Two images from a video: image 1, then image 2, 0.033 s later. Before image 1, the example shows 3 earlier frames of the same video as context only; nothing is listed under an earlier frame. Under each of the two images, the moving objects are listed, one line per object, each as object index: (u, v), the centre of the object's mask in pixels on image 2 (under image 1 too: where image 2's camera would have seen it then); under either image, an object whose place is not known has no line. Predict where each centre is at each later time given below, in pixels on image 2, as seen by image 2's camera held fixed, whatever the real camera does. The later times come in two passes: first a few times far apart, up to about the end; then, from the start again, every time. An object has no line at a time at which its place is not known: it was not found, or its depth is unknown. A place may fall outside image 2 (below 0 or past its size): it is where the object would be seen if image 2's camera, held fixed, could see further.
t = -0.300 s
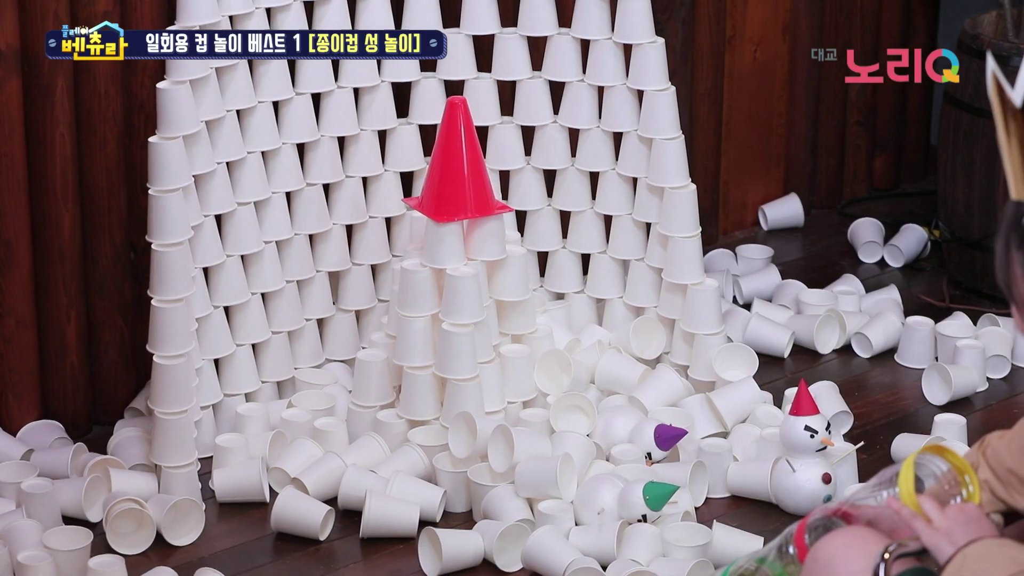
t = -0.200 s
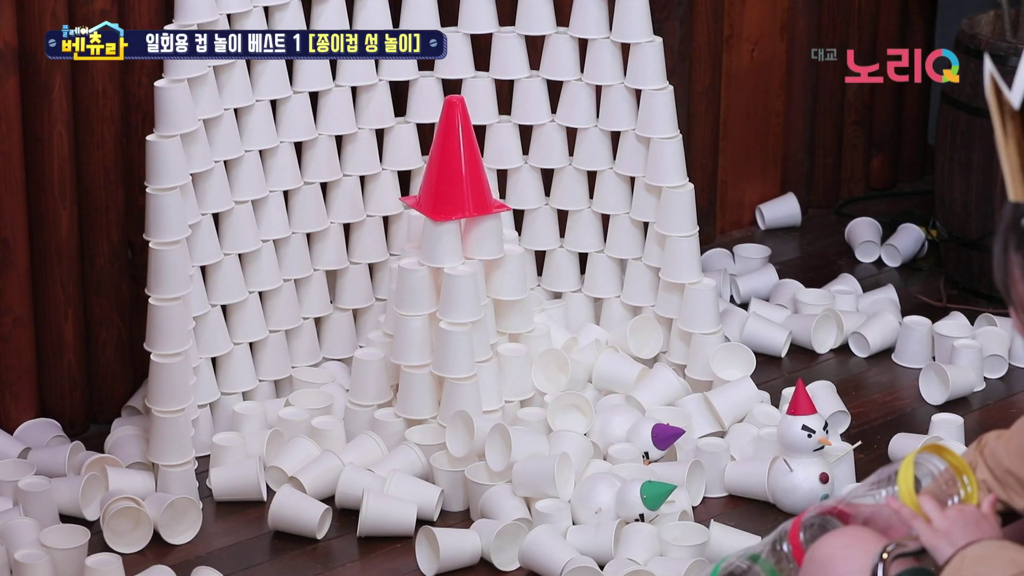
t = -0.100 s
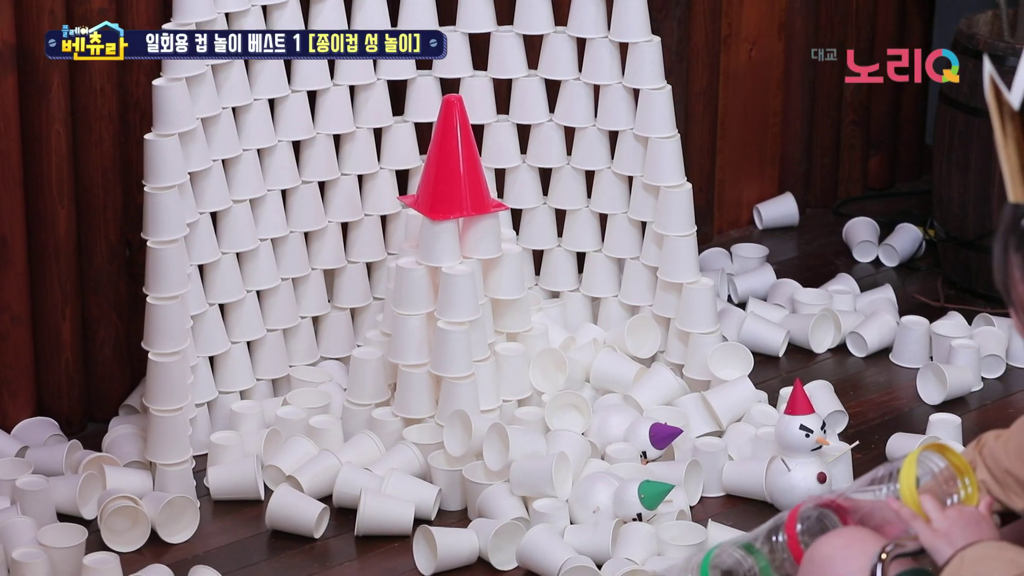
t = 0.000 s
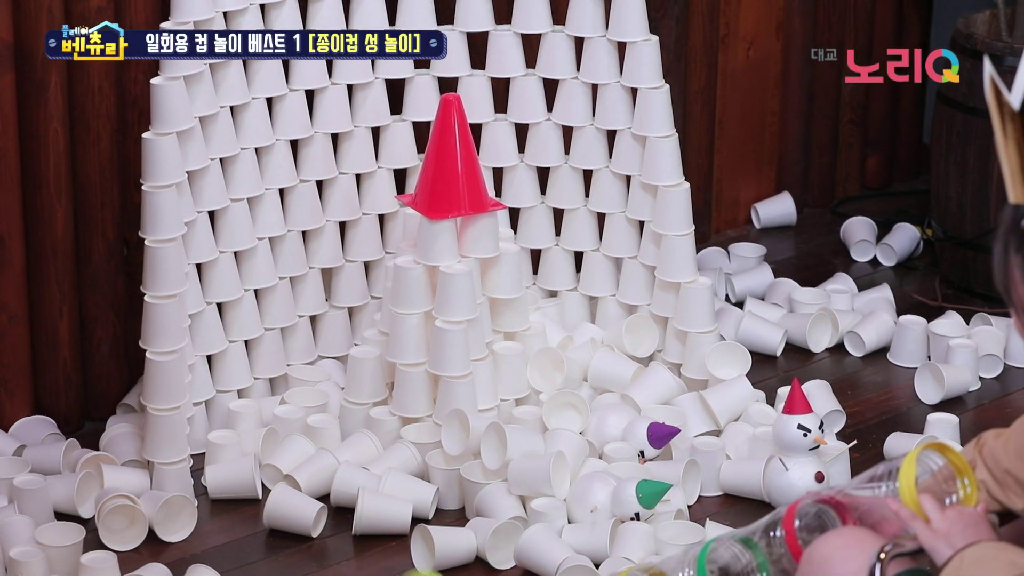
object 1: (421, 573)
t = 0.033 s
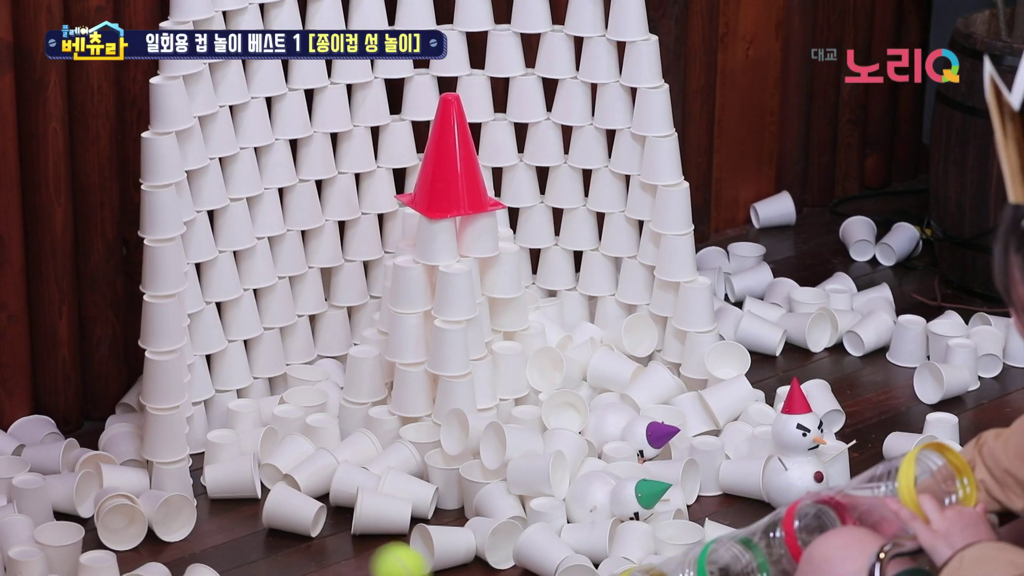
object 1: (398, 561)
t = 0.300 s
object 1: (218, 520)
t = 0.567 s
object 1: (86, 417)
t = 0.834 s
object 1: (119, 401)
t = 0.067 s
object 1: (375, 551)
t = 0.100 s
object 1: (351, 545)
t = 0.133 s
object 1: (326, 543)
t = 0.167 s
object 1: (301, 544)
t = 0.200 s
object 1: (278, 549)
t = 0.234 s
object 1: (258, 560)
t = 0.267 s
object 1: (236, 551)
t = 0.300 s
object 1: (218, 520)
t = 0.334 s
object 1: (199, 496)
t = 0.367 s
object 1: (180, 478)
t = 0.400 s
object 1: (161, 466)
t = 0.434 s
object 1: (143, 461)
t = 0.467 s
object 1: (128, 464)
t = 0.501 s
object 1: (110, 458)
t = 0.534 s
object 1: (98, 434)
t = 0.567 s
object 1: (86, 417)
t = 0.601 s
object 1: (75, 407)
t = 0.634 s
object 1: (64, 403)
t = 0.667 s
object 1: (54, 405)
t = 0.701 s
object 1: (44, 403)
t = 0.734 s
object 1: (57, 394)
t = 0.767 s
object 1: (78, 393)
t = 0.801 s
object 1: (100, 397)
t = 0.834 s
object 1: (119, 401)
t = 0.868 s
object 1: (126, 393)
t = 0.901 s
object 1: (132, 391)
